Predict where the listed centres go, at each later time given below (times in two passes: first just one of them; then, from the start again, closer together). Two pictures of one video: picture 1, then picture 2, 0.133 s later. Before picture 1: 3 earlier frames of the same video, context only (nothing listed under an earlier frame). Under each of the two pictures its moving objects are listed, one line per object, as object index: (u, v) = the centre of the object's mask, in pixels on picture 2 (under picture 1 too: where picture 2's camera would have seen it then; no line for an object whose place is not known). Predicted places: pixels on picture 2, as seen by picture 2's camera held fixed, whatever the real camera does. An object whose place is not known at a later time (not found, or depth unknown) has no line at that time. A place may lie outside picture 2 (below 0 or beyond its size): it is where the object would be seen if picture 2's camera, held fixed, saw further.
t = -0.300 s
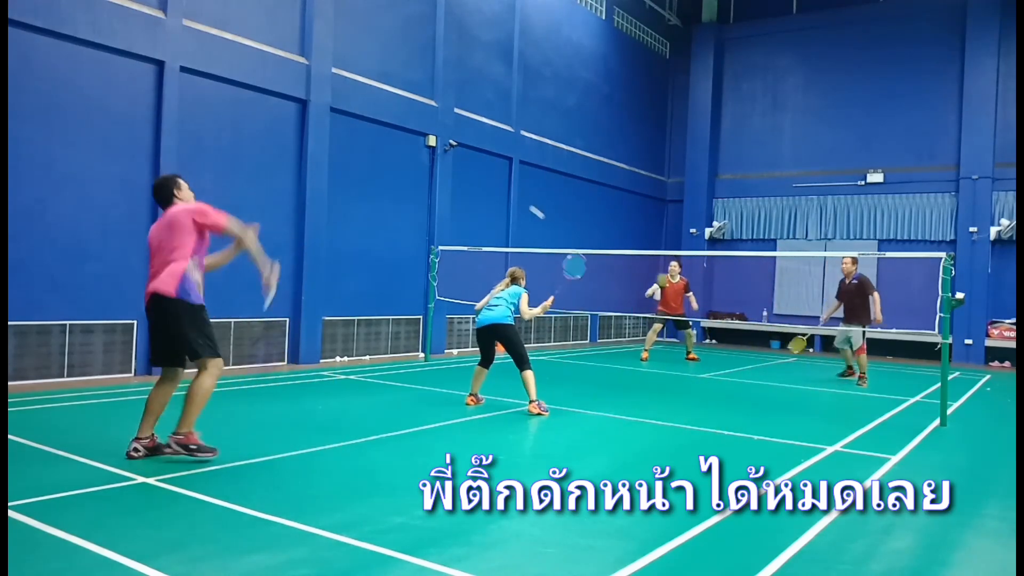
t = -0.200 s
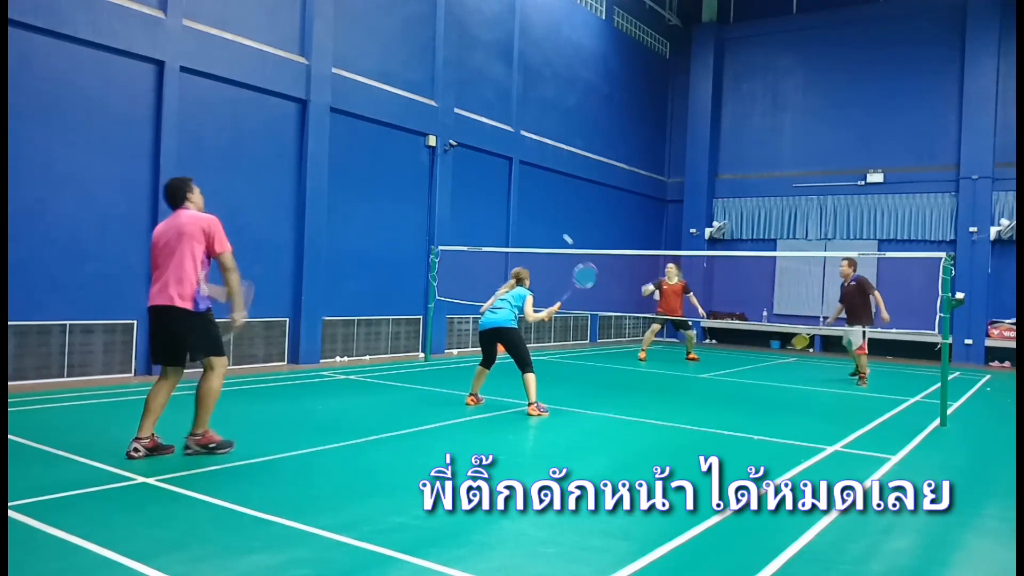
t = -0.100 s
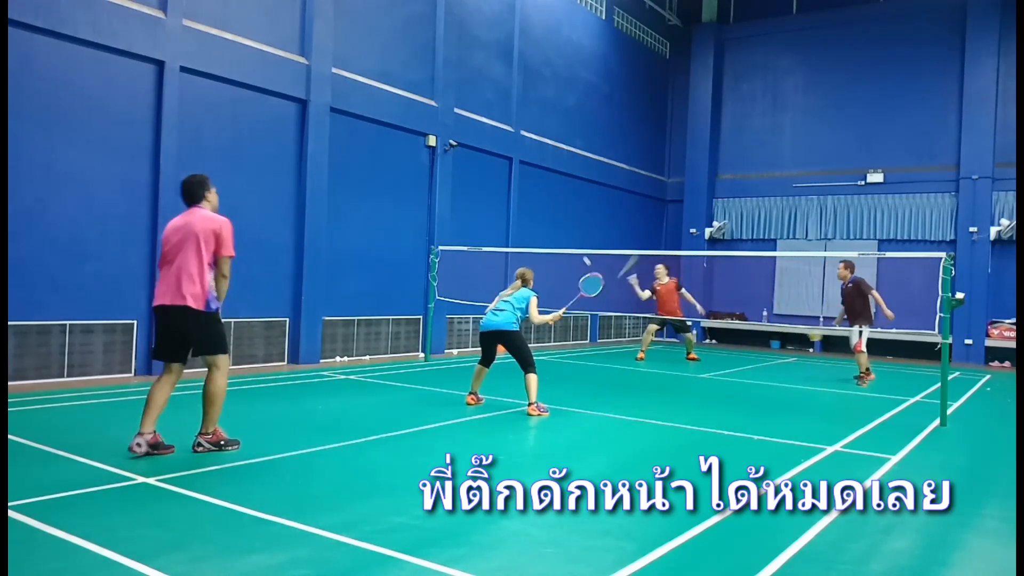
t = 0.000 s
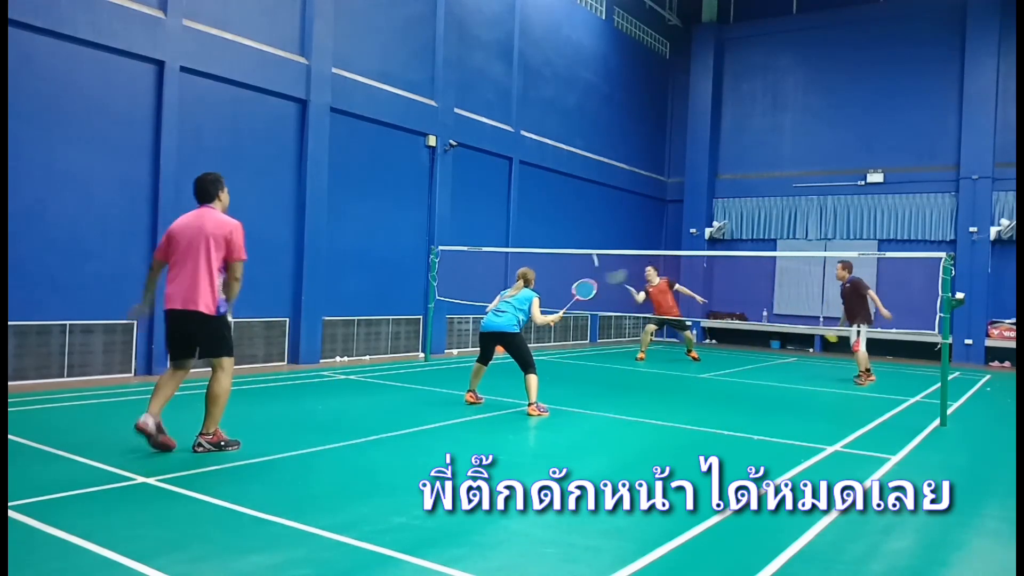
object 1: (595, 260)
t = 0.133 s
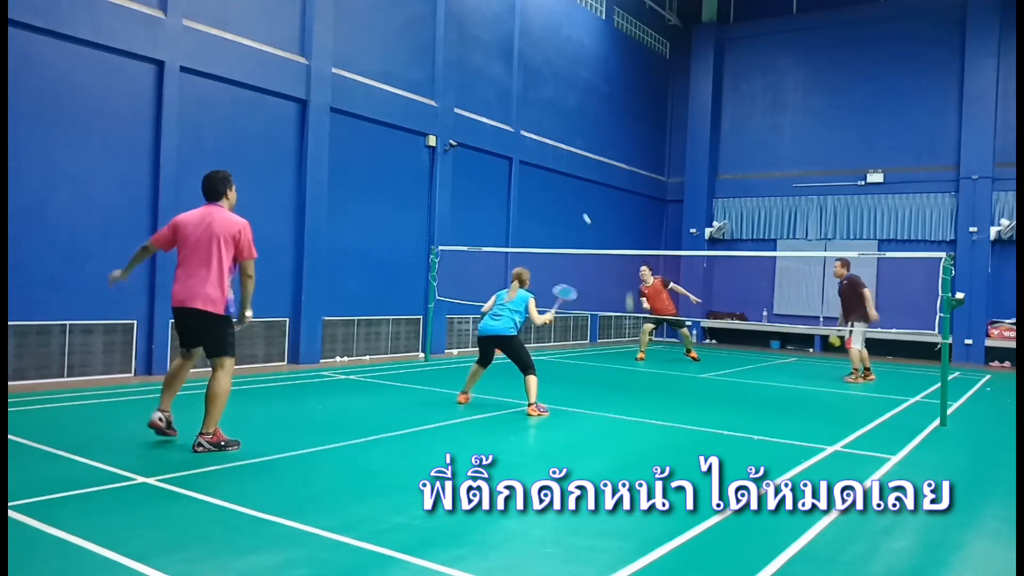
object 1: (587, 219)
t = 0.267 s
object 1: (572, 199)
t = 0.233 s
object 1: (575, 202)
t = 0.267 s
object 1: (572, 199)
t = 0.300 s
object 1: (569, 196)
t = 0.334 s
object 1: (566, 195)
